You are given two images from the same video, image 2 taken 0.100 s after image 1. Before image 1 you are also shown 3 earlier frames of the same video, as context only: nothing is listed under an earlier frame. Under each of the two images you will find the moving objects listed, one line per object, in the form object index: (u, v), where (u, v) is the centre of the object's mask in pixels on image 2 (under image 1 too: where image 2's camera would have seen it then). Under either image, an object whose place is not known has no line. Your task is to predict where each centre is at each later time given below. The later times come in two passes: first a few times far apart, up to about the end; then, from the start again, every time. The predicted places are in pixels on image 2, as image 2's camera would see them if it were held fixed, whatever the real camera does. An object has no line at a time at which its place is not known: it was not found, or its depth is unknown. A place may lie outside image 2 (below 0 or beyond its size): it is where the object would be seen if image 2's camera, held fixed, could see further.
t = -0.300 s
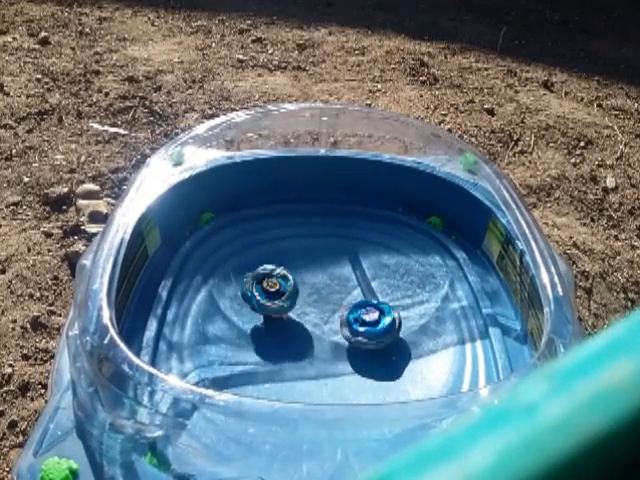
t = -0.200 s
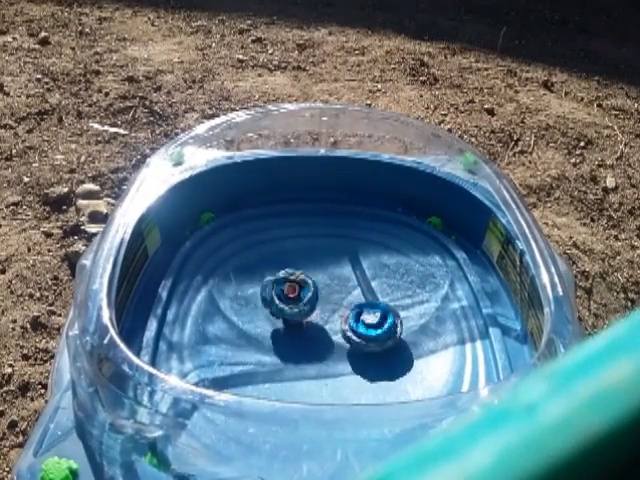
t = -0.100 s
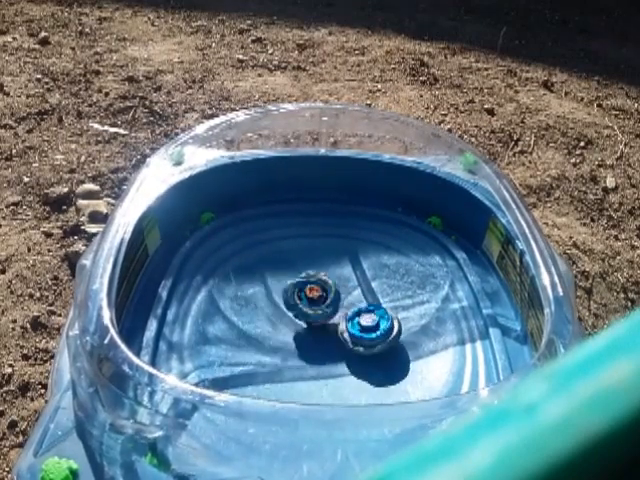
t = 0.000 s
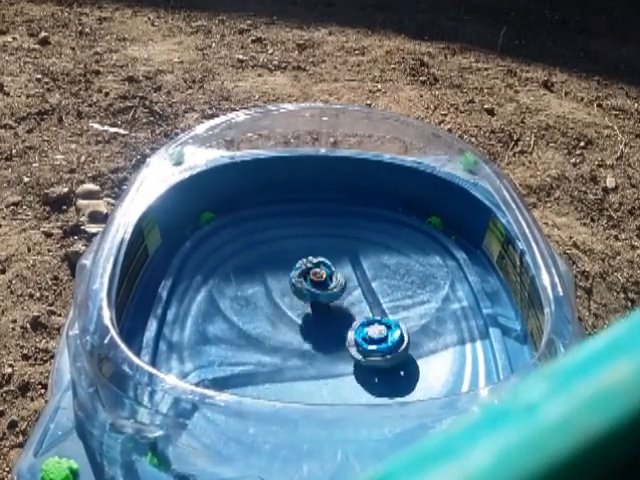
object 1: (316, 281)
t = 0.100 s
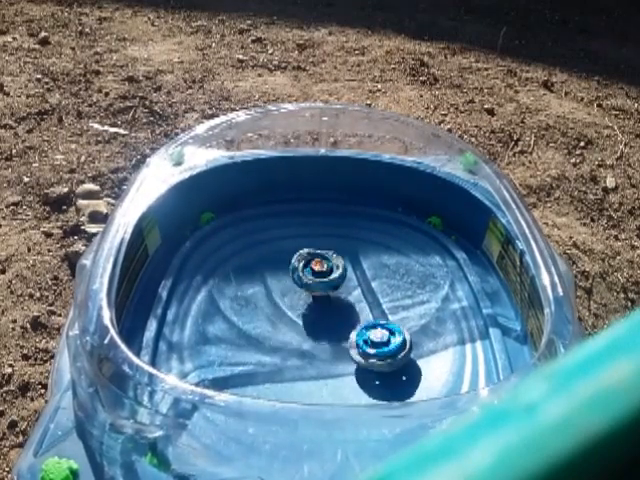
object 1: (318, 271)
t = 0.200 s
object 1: (318, 267)
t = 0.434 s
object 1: (324, 281)
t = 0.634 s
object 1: (340, 306)
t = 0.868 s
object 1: (361, 329)
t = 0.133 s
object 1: (318, 268)
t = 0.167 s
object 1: (318, 268)
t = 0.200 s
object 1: (318, 267)
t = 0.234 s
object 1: (317, 268)
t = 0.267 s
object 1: (317, 269)
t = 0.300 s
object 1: (318, 270)
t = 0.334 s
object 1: (319, 272)
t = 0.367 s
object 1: (320, 274)
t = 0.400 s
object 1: (323, 278)
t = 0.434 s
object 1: (324, 281)
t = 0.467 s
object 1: (327, 286)
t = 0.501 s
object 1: (330, 290)
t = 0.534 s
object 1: (332, 294)
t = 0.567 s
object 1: (335, 297)
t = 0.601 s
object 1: (337, 301)
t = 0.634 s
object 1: (340, 306)
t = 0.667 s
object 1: (343, 309)
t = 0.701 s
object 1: (347, 313)
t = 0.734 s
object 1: (349, 316)
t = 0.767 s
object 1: (353, 320)
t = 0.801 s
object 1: (355, 323)
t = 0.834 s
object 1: (359, 328)
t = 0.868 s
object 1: (361, 329)
